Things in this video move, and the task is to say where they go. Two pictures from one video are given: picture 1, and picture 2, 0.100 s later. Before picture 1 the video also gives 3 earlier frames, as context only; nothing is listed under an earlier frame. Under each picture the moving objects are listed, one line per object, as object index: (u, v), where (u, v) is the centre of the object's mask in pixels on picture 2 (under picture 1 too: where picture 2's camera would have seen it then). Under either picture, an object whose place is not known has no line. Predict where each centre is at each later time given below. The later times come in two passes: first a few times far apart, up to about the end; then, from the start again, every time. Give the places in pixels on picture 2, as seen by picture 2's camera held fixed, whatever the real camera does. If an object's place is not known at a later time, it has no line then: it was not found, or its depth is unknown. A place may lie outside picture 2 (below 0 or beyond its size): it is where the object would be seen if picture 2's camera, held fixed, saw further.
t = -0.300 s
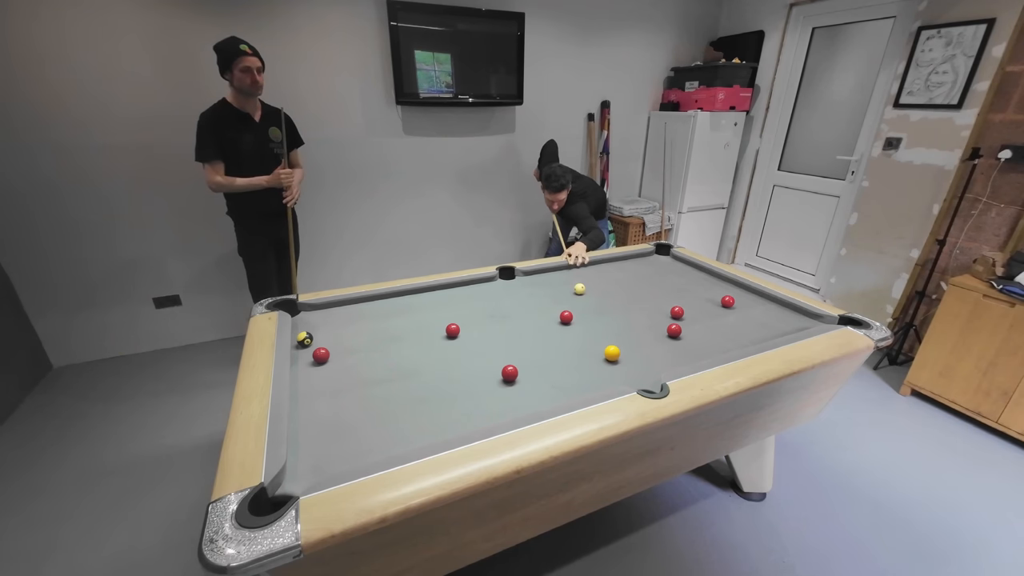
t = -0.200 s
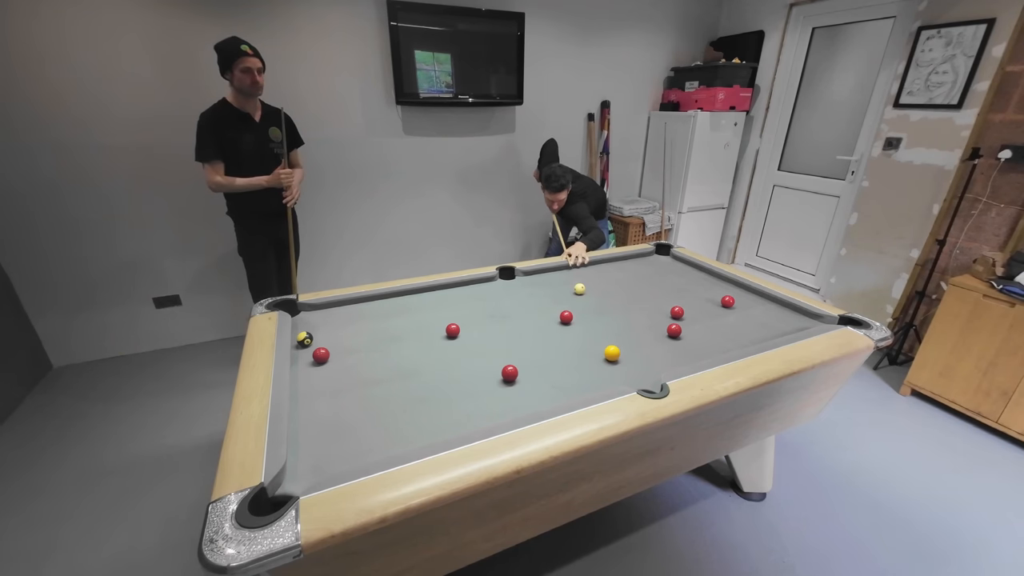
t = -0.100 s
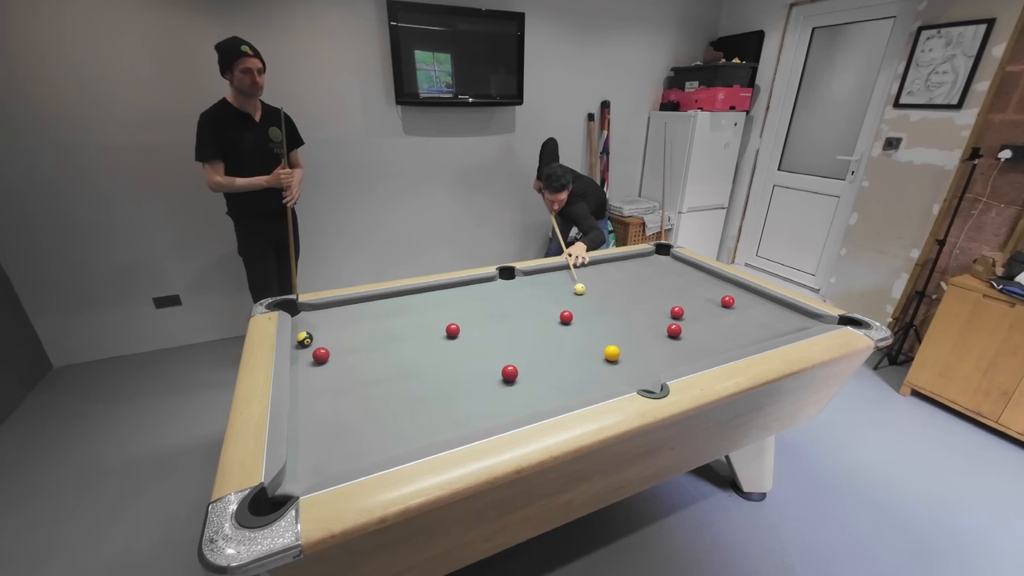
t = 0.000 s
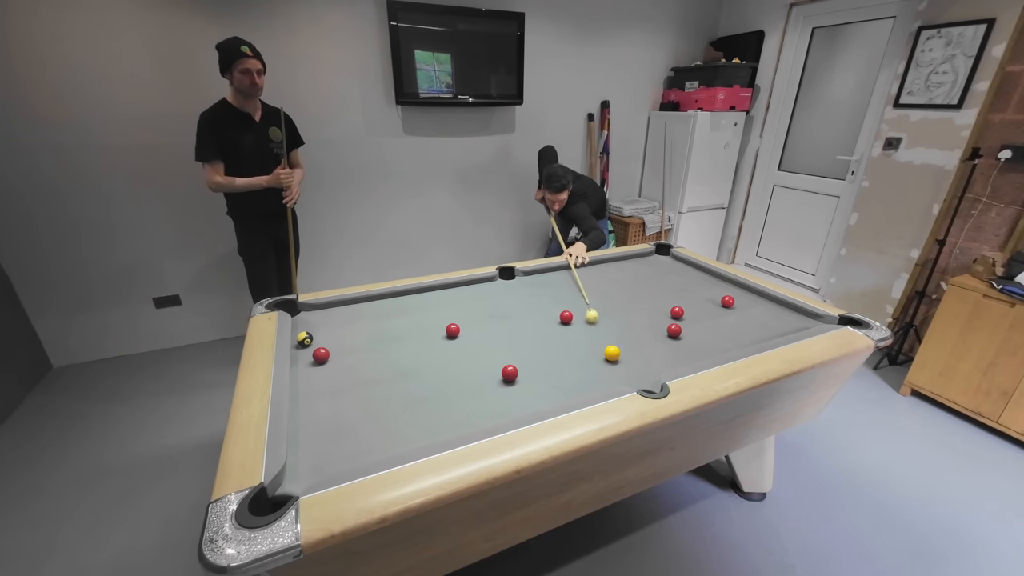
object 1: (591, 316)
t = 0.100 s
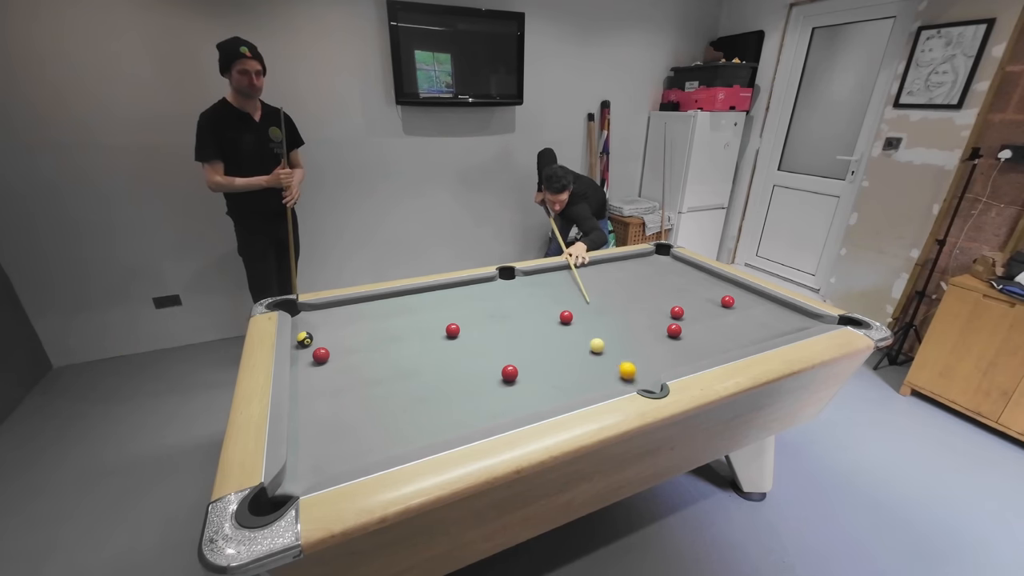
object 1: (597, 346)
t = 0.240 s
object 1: (572, 341)
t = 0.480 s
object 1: (538, 328)
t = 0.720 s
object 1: (509, 317)
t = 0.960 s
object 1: (485, 308)
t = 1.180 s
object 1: (465, 300)
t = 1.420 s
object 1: (446, 293)
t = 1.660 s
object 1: (430, 292)
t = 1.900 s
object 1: (414, 299)
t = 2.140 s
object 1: (399, 306)
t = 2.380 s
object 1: (385, 312)
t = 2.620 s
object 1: (370, 319)
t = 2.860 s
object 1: (356, 325)
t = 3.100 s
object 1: (343, 331)
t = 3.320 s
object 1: (332, 337)
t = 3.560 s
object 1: (321, 341)
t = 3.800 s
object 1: (310, 346)
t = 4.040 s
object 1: (302, 351)
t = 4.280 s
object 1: (300, 353)
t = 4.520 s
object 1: (303, 354)
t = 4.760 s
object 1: (305, 354)
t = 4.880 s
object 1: (305, 354)
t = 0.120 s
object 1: (592, 346)
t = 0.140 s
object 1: (589, 345)
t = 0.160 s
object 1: (585, 344)
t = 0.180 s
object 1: (581, 344)
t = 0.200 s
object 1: (578, 343)
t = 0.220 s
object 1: (575, 342)
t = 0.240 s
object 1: (572, 341)
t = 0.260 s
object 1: (569, 340)
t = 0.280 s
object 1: (566, 339)
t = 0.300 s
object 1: (563, 337)
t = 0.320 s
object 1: (560, 336)
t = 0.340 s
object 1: (557, 335)
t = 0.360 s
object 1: (554, 334)
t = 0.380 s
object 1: (551, 333)
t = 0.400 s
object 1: (549, 332)
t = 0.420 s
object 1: (546, 331)
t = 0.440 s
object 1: (543, 330)
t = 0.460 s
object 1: (541, 329)
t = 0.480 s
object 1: (538, 328)
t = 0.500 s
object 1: (536, 327)
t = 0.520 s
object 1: (533, 326)
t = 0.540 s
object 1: (531, 325)
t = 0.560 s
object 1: (528, 324)
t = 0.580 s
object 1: (526, 323)
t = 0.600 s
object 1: (523, 322)
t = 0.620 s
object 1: (521, 321)
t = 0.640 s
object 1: (518, 321)
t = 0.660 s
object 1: (516, 320)
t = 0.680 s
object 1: (514, 319)
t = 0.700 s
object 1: (512, 318)
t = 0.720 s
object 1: (509, 317)
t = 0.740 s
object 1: (507, 316)
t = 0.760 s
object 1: (505, 316)
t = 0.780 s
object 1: (503, 315)
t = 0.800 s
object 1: (501, 314)
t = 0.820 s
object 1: (498, 313)
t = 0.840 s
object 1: (497, 312)
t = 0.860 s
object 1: (495, 311)
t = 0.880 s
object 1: (492, 311)
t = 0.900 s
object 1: (491, 310)
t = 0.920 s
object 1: (488, 309)
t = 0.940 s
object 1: (487, 308)
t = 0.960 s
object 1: (485, 308)
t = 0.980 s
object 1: (483, 307)
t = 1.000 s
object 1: (481, 306)
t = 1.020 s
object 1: (479, 306)
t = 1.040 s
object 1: (477, 305)
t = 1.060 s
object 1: (475, 304)
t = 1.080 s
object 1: (473, 304)
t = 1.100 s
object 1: (472, 303)
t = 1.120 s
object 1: (470, 302)
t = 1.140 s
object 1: (468, 302)
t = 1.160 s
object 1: (467, 301)
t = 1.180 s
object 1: (465, 300)
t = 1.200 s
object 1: (463, 300)
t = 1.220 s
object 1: (462, 299)
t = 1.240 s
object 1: (460, 298)
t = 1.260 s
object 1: (458, 298)
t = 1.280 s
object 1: (457, 297)
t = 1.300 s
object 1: (455, 296)
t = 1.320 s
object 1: (454, 296)
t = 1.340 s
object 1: (452, 295)
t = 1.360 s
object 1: (451, 294)
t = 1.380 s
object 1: (449, 294)
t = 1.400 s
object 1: (447, 293)
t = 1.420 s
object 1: (446, 293)
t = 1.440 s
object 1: (445, 292)
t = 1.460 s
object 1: (443, 292)
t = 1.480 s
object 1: (441, 291)
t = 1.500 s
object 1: (440, 290)
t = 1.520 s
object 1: (439, 290)
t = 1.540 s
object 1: (437, 289)
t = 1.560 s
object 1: (436, 289)
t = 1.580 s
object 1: (434, 289)
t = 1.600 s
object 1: (433, 290)
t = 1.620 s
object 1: (432, 290)
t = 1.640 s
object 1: (431, 291)
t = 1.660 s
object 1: (430, 292)
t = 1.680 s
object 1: (428, 292)
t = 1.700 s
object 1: (427, 293)
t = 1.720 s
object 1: (426, 293)
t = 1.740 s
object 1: (424, 294)
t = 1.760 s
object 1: (423, 295)
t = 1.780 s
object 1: (422, 295)
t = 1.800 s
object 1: (421, 296)
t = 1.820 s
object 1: (419, 296)
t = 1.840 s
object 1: (418, 297)
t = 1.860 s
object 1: (417, 298)
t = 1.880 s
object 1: (415, 298)
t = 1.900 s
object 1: (414, 299)
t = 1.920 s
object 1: (413, 299)
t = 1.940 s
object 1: (412, 300)
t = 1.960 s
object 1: (411, 300)
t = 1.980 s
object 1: (409, 301)
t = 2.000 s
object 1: (408, 302)
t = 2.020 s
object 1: (407, 302)
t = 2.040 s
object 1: (405, 303)
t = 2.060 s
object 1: (404, 303)
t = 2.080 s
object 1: (403, 304)
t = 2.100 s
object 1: (402, 305)
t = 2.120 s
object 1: (400, 305)
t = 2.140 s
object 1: (399, 306)
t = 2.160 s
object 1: (398, 306)
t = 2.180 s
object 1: (397, 307)
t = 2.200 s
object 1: (396, 307)
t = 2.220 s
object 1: (394, 308)
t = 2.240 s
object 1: (393, 308)
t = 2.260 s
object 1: (392, 309)
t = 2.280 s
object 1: (391, 310)
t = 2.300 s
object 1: (389, 310)
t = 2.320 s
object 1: (388, 311)
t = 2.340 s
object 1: (387, 311)
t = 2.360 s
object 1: (386, 312)
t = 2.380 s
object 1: (385, 312)
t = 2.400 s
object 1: (383, 313)
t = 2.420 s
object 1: (382, 314)
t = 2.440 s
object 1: (381, 314)
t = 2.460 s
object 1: (379, 315)
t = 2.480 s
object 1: (378, 315)
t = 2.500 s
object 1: (377, 316)
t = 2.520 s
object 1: (376, 316)
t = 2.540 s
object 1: (375, 317)
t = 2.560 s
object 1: (374, 317)
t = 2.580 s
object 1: (372, 318)
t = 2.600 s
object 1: (371, 318)
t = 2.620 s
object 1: (370, 319)
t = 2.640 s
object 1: (369, 320)
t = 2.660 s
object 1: (368, 320)
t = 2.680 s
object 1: (366, 321)
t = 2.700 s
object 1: (365, 321)
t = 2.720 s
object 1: (364, 322)
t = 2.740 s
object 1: (363, 322)
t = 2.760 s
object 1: (362, 323)
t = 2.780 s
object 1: (361, 323)
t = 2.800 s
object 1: (360, 324)
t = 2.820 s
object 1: (358, 324)
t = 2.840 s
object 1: (357, 325)
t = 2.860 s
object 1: (356, 325)
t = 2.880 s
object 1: (355, 326)
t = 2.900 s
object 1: (354, 327)
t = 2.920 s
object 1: (353, 327)
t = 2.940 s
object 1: (352, 328)
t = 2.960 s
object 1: (351, 328)
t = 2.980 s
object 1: (350, 329)
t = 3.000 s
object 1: (349, 329)
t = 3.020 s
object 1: (348, 330)
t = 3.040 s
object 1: (346, 330)
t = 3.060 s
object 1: (345, 331)
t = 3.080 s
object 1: (344, 331)
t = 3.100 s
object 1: (343, 331)
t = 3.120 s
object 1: (342, 332)
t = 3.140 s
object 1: (341, 333)
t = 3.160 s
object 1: (340, 333)
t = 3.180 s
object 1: (339, 334)
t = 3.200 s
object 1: (338, 334)
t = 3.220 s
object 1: (337, 335)
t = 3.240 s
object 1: (336, 335)
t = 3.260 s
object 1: (335, 336)
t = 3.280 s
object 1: (335, 336)
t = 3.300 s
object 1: (333, 336)
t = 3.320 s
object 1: (332, 337)
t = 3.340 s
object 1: (331, 338)
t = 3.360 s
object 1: (330, 338)
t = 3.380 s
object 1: (329, 338)
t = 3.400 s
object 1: (328, 338)
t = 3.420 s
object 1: (327, 339)
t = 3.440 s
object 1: (326, 339)
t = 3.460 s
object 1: (325, 340)
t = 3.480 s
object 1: (324, 340)
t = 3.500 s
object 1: (324, 340)
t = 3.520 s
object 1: (322, 340)
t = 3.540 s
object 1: (322, 341)
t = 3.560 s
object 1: (321, 341)
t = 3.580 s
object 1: (320, 341)
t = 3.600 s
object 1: (319, 342)
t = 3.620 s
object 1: (318, 342)
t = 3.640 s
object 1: (318, 342)
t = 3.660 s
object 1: (316, 343)
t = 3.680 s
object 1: (315, 343)
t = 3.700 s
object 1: (314, 344)
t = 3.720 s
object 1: (313, 344)
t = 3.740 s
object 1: (312, 345)
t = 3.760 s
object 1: (312, 345)
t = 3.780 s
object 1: (311, 345)
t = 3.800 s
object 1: (310, 346)
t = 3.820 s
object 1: (310, 346)
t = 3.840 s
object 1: (309, 347)
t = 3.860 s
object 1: (308, 347)
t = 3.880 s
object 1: (308, 348)
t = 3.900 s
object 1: (307, 348)
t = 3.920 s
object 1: (306, 349)
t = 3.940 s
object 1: (306, 349)
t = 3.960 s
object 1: (305, 349)
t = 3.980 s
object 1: (304, 350)
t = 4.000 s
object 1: (304, 350)
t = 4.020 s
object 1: (303, 350)
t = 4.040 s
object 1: (302, 351)
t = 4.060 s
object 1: (302, 351)
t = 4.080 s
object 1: (301, 351)
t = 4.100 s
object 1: (300, 352)
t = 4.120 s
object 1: (299, 352)
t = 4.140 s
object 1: (299, 352)
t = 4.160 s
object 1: (298, 352)
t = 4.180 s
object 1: (298, 352)
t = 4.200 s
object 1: (299, 353)
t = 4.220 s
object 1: (299, 353)
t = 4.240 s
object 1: (299, 353)
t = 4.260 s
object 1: (300, 353)
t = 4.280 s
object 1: (300, 353)
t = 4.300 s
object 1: (300, 353)
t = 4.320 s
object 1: (300, 353)
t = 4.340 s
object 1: (301, 353)
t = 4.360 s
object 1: (301, 353)
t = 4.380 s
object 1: (301, 353)
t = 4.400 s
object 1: (302, 354)
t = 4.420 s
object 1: (302, 354)
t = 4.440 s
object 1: (302, 354)
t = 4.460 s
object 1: (303, 354)
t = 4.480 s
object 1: (303, 354)
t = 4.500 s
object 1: (303, 354)
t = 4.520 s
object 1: (303, 354)
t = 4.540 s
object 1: (303, 354)
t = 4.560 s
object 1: (304, 354)
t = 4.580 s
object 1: (304, 354)
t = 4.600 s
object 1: (304, 354)
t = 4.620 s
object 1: (304, 354)
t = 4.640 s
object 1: (304, 354)
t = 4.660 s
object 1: (304, 354)
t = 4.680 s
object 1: (304, 354)
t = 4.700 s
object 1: (304, 354)
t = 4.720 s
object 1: (304, 354)
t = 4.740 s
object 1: (305, 354)
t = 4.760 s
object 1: (305, 354)
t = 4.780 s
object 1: (305, 354)
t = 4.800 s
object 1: (305, 354)
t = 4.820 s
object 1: (305, 354)
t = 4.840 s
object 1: (305, 354)
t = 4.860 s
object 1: (305, 354)
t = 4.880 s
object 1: (305, 354)
